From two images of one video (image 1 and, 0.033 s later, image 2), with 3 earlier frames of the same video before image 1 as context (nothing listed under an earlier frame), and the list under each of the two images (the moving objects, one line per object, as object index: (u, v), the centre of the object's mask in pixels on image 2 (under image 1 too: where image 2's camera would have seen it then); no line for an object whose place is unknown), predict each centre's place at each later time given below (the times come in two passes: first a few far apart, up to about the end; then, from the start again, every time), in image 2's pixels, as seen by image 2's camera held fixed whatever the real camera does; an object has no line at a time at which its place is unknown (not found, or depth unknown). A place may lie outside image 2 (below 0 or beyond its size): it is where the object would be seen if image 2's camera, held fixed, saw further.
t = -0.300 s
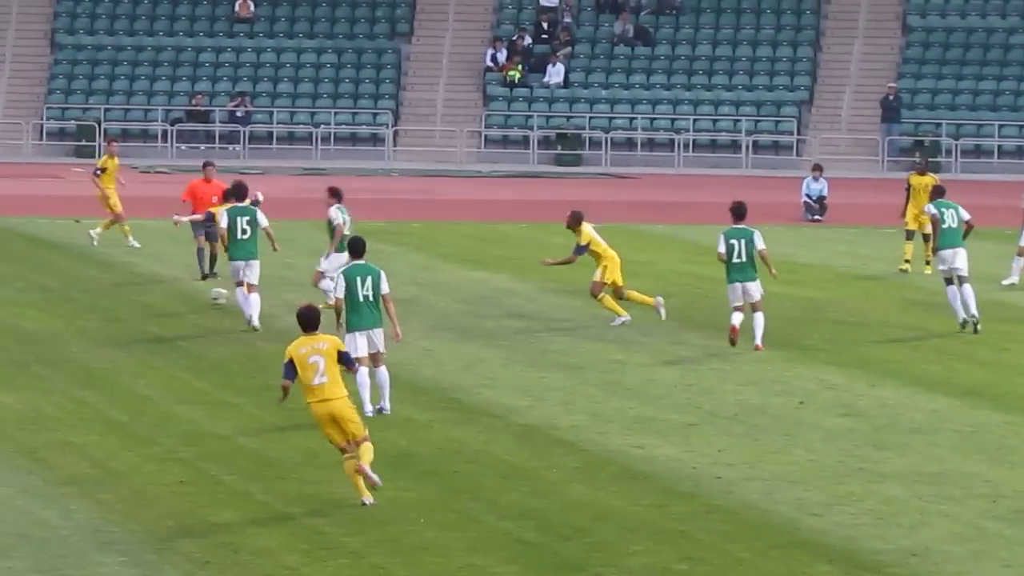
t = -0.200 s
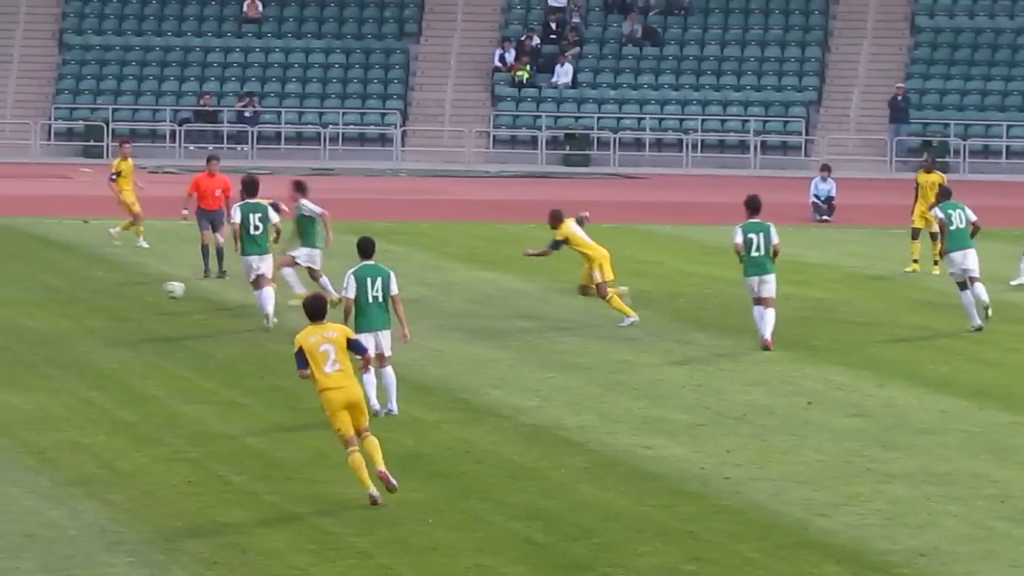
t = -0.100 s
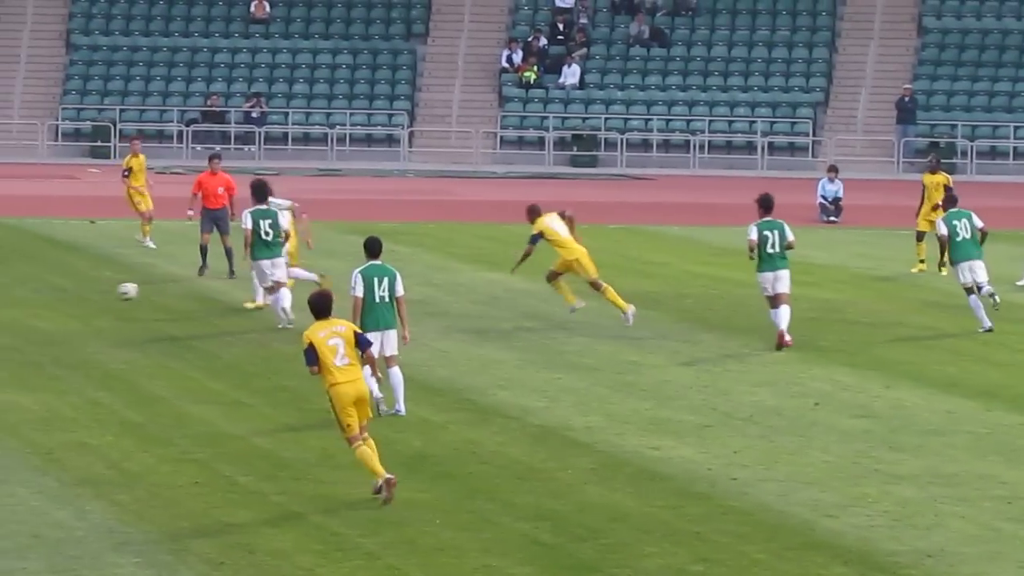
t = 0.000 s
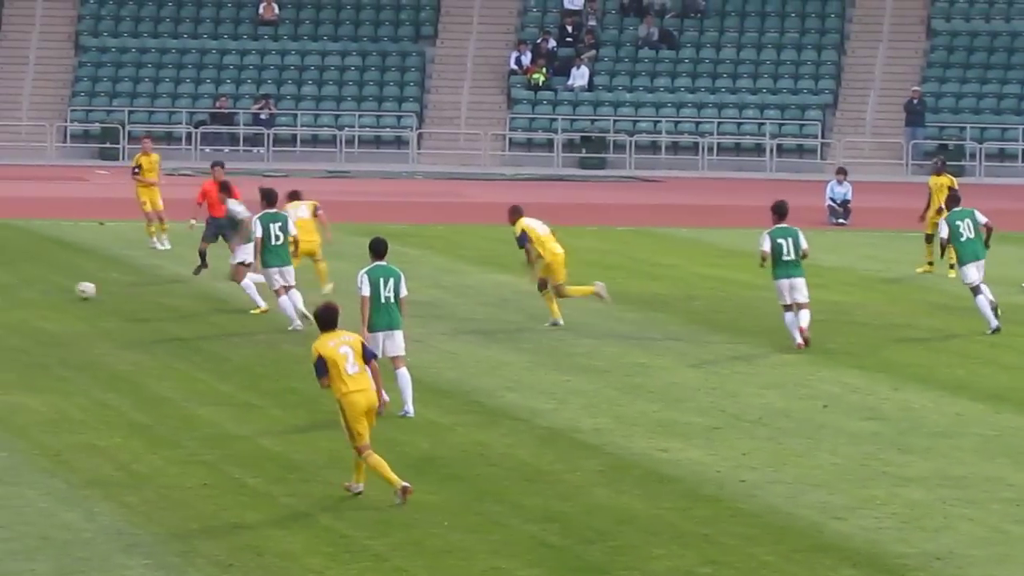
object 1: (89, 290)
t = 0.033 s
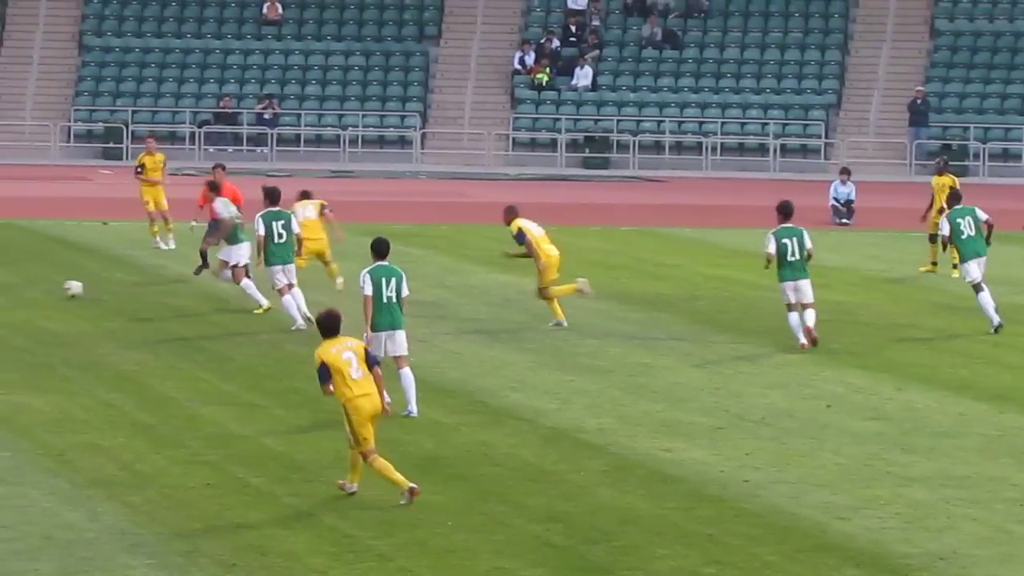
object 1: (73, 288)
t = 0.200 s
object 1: (-7, 288)
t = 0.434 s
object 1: (-117, 288)
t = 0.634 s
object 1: (-208, 287)
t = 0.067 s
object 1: (56, 288)
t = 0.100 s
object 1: (40, 289)
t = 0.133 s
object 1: (24, 289)
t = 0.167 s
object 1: (7, 288)
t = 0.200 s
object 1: (-7, 288)
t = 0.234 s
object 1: (-25, 286)
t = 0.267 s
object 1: (-40, 286)
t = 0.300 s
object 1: (-55, 288)
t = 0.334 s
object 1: (-70, 289)
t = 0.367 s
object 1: (-86, 288)
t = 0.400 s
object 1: (-102, 289)
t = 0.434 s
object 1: (-117, 288)
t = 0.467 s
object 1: (-132, 289)
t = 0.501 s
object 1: (-147, 289)
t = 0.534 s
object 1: (-163, 288)
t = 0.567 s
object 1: (-178, 287)
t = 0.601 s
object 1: (-194, 287)
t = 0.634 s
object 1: (-208, 287)
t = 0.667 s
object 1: (-224, 286)
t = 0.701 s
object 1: (-238, 285)
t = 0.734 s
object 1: (-252, 284)
